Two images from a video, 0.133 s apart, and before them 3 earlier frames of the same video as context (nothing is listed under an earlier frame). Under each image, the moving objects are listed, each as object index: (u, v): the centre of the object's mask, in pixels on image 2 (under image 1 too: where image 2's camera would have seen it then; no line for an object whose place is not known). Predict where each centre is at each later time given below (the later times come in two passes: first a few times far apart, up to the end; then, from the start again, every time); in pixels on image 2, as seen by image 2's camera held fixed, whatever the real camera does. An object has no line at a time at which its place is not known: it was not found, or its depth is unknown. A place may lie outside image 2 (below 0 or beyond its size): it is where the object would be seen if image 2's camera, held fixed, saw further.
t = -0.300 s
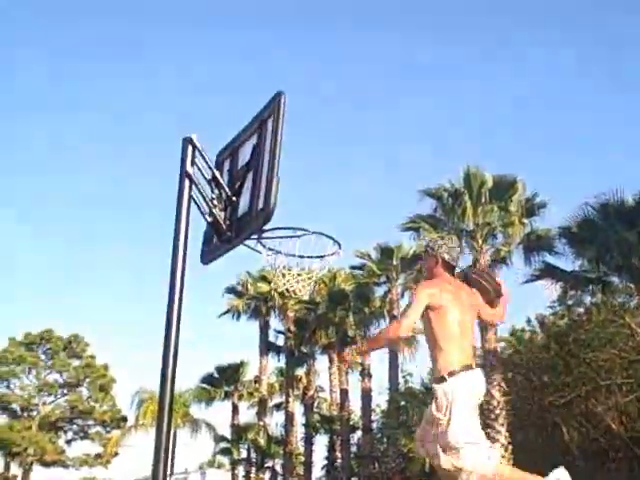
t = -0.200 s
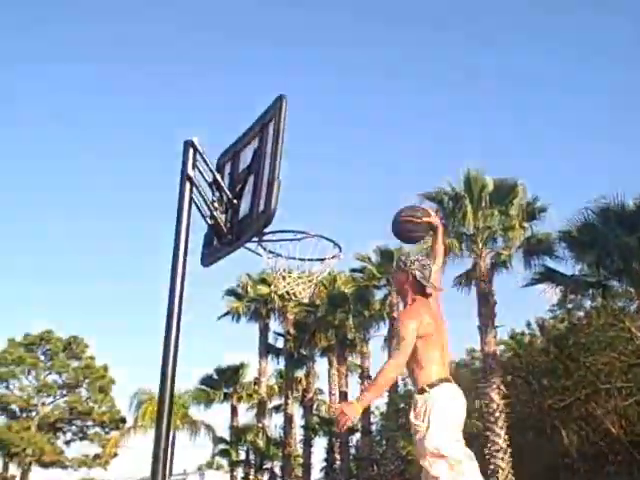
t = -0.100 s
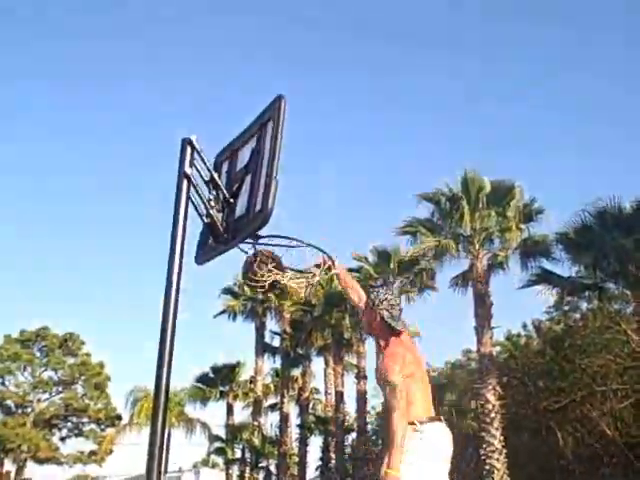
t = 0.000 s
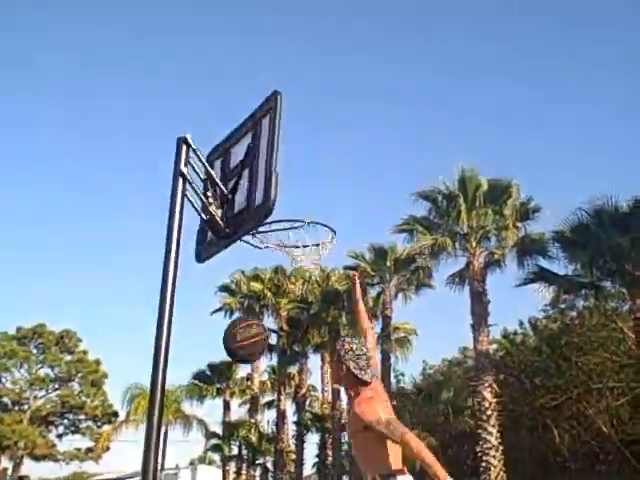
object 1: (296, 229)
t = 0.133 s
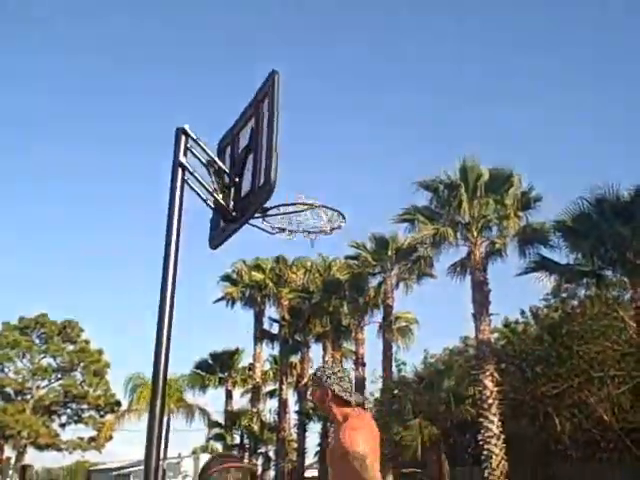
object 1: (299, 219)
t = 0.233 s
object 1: (295, 227)
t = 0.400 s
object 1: (282, 234)
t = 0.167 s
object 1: (297, 220)
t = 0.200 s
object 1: (296, 223)
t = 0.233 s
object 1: (295, 227)
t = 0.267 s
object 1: (291, 230)
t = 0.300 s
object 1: (290, 233)
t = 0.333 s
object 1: (287, 233)
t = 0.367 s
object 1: (284, 234)
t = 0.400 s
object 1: (282, 234)
